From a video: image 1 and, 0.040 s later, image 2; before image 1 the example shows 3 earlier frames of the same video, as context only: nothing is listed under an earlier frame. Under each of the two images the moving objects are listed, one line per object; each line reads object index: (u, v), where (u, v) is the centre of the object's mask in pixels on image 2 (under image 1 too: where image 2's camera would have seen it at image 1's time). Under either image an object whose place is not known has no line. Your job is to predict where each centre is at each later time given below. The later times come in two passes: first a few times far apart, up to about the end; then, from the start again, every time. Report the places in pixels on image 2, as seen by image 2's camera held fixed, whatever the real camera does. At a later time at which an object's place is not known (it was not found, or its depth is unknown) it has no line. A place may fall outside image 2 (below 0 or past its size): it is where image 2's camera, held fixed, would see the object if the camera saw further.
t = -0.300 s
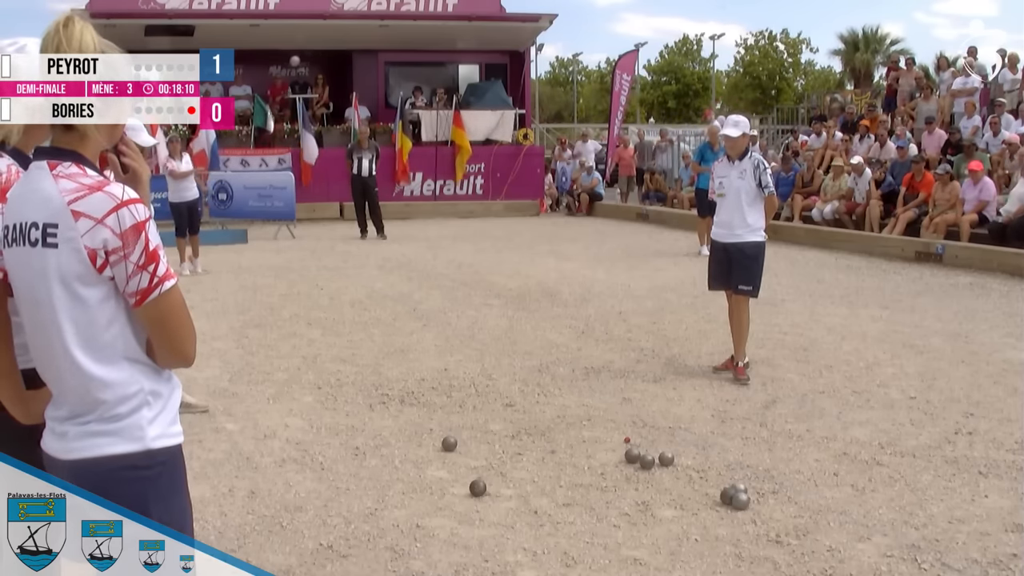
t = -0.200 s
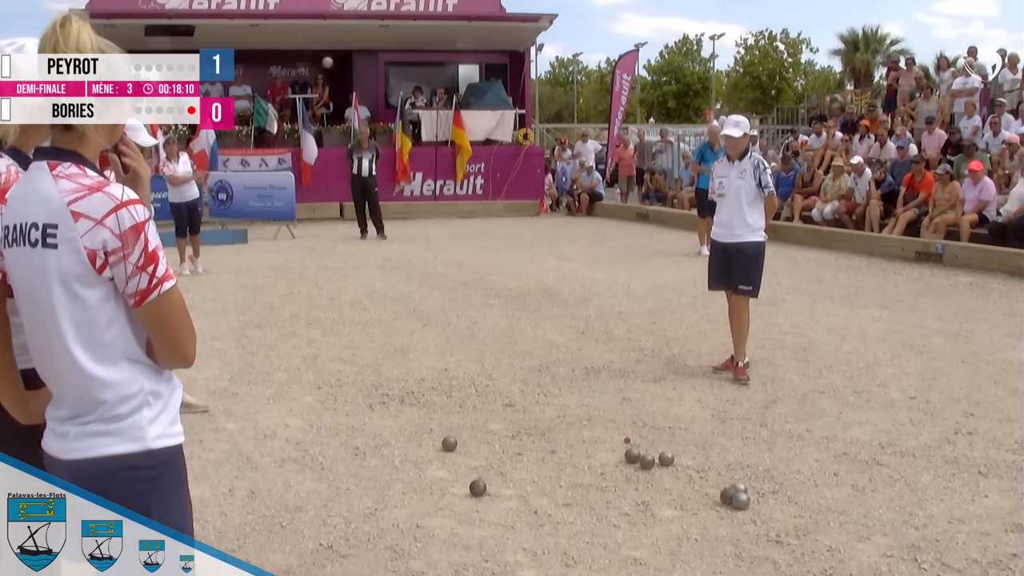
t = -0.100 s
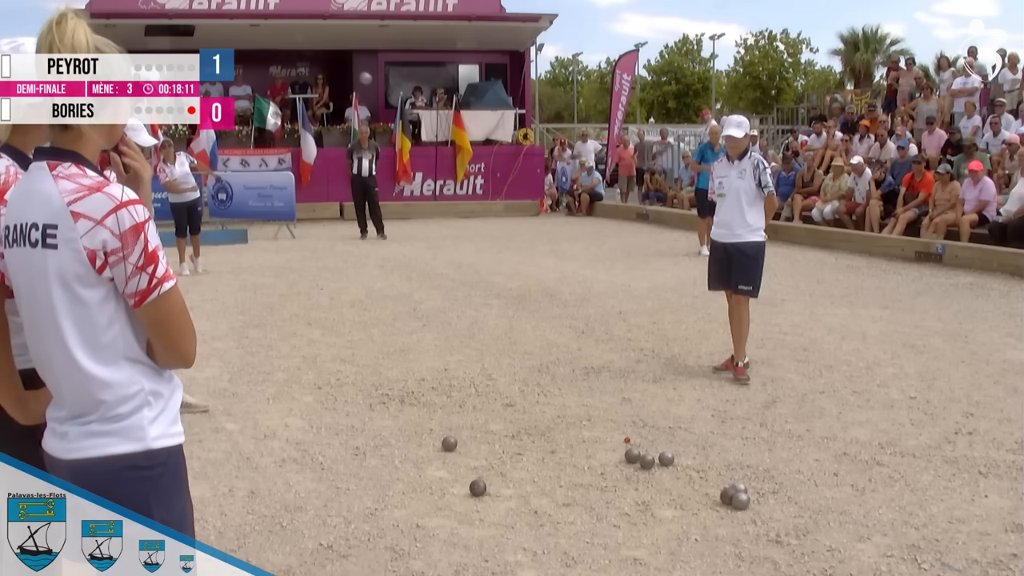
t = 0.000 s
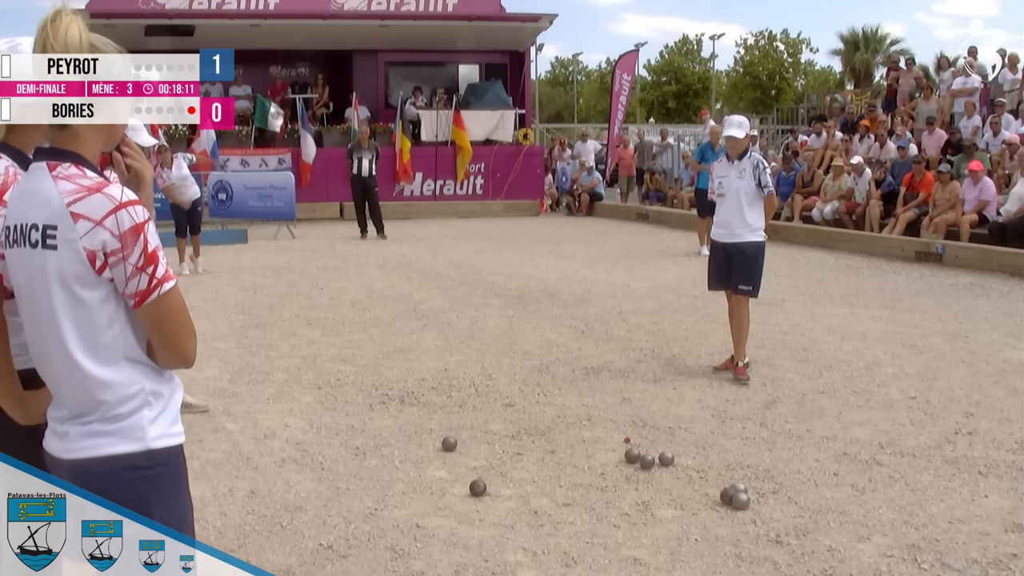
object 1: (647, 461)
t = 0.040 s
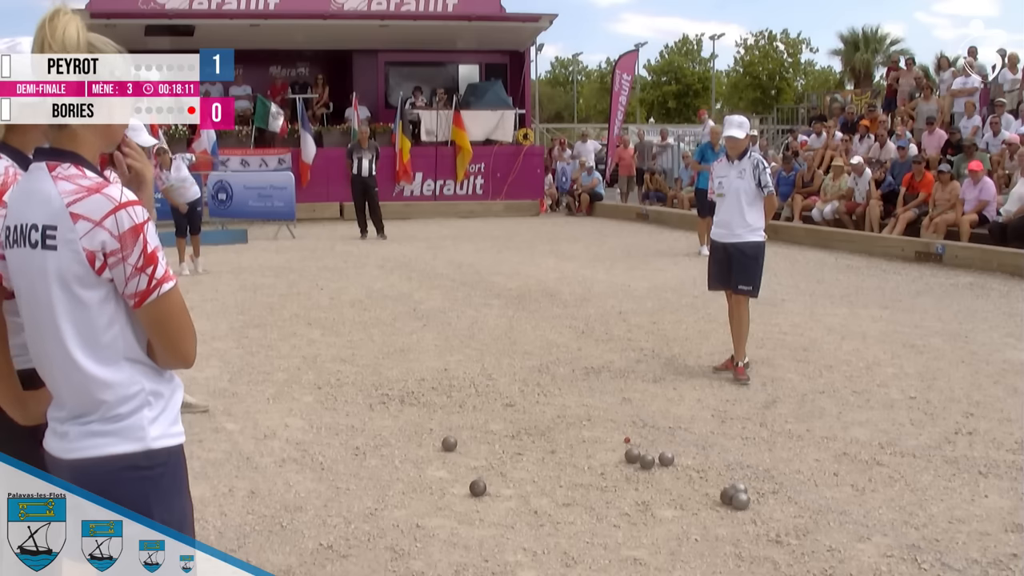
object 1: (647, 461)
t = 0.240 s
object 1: (647, 461)
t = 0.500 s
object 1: (634, 471)
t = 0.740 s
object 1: (610, 504)
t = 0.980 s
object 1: (574, 525)
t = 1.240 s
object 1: (545, 549)
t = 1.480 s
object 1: (528, 563)
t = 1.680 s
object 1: (518, 569)
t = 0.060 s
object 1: (647, 461)
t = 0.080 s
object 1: (647, 461)
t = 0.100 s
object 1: (647, 461)
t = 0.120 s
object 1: (647, 461)
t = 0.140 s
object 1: (647, 461)
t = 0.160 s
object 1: (647, 461)
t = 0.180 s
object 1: (647, 461)
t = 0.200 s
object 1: (647, 461)
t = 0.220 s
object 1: (647, 461)
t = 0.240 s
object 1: (647, 461)
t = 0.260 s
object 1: (647, 461)
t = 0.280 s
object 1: (647, 461)
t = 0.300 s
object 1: (647, 461)
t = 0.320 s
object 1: (647, 461)
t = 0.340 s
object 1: (647, 461)
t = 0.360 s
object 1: (647, 462)
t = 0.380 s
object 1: (645, 461)
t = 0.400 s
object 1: (643, 460)
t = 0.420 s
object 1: (641, 461)
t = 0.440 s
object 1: (639, 462)
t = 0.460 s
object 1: (637, 464)
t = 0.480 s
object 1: (635, 467)
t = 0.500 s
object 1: (634, 471)
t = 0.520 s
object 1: (631, 476)
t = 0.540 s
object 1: (629, 481)
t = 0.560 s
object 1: (628, 483)
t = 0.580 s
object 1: (625, 486)
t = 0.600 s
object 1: (624, 487)
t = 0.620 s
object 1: (622, 490)
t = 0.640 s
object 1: (620, 491)
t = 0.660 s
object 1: (618, 494)
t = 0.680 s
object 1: (616, 496)
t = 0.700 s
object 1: (614, 500)
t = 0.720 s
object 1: (612, 502)
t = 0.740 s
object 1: (610, 504)
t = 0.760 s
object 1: (607, 507)
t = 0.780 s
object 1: (605, 508)
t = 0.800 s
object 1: (602, 510)
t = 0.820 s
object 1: (599, 512)
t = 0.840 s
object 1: (595, 513)
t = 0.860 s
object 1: (592, 513)
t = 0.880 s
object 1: (590, 515)
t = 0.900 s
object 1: (587, 519)
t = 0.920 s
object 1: (583, 522)
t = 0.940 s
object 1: (581, 522)
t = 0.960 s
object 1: (578, 523)
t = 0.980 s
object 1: (574, 525)
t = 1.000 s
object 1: (571, 528)
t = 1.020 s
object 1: (568, 531)
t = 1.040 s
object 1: (565, 533)
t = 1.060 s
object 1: (562, 535)
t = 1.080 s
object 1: (560, 536)
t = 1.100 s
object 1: (558, 537)
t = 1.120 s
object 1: (556, 539)
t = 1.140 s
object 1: (554, 542)
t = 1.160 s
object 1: (552, 543)
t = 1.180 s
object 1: (550, 544)
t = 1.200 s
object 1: (549, 545)
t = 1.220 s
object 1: (547, 548)
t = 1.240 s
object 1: (545, 549)
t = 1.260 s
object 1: (544, 550)
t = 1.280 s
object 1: (542, 552)
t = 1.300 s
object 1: (541, 553)
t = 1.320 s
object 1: (539, 554)
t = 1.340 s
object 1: (538, 556)
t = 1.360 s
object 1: (536, 556)
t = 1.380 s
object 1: (535, 558)
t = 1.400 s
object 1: (533, 560)
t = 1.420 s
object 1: (531, 561)
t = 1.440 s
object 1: (530, 562)
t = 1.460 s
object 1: (529, 562)
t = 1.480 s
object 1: (528, 563)
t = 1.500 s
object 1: (526, 564)
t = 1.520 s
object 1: (524, 566)
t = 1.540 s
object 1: (523, 566)
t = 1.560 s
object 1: (522, 567)
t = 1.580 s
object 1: (520, 567)
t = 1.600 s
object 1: (520, 568)
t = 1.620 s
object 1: (519, 568)
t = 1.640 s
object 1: (519, 569)
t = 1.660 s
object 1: (519, 569)
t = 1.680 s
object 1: (518, 569)
